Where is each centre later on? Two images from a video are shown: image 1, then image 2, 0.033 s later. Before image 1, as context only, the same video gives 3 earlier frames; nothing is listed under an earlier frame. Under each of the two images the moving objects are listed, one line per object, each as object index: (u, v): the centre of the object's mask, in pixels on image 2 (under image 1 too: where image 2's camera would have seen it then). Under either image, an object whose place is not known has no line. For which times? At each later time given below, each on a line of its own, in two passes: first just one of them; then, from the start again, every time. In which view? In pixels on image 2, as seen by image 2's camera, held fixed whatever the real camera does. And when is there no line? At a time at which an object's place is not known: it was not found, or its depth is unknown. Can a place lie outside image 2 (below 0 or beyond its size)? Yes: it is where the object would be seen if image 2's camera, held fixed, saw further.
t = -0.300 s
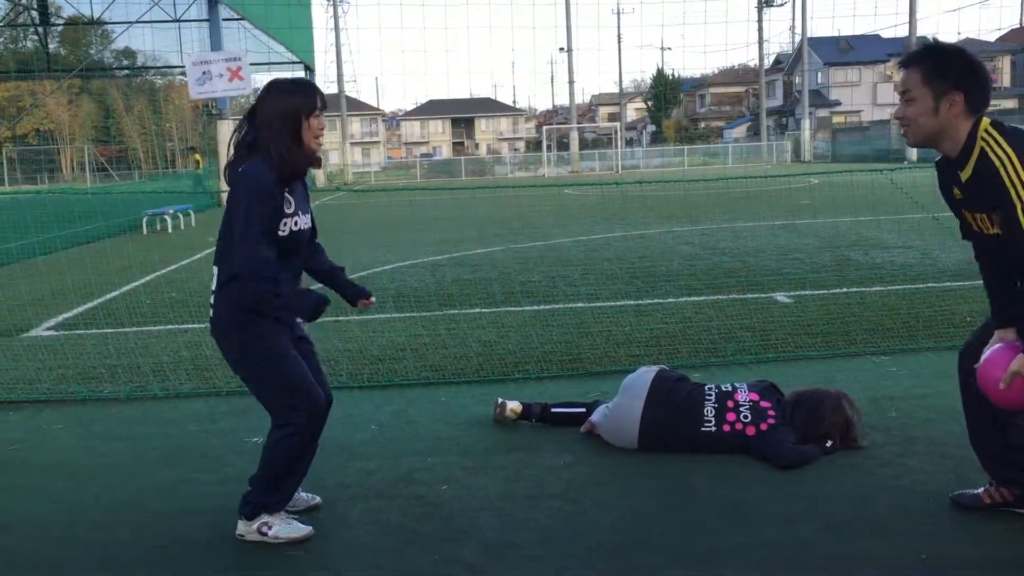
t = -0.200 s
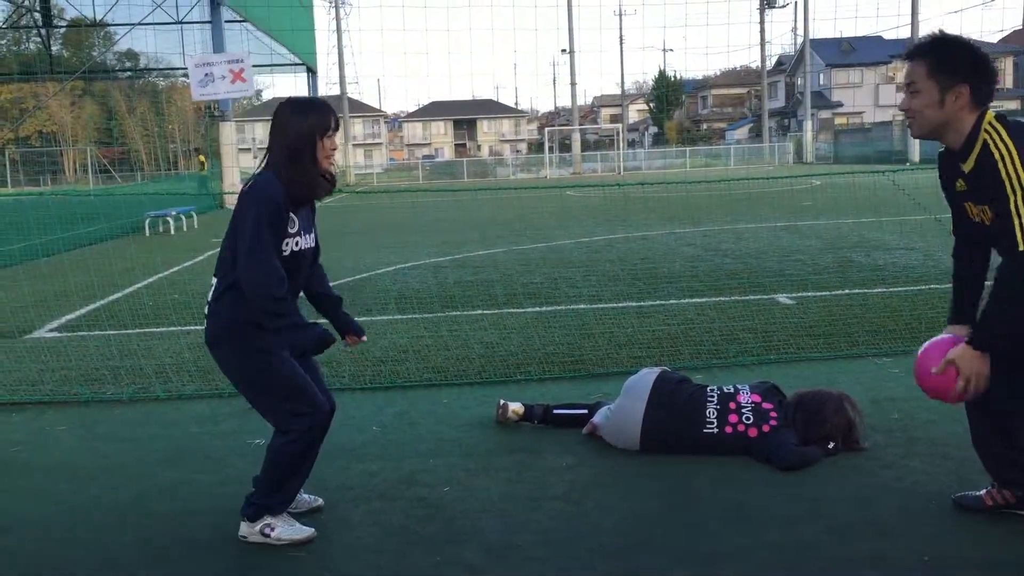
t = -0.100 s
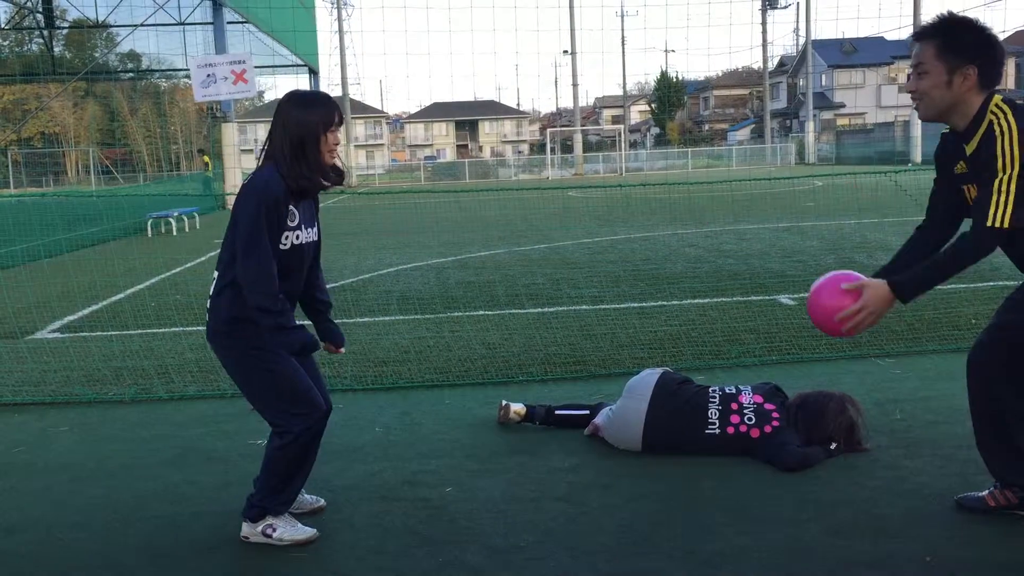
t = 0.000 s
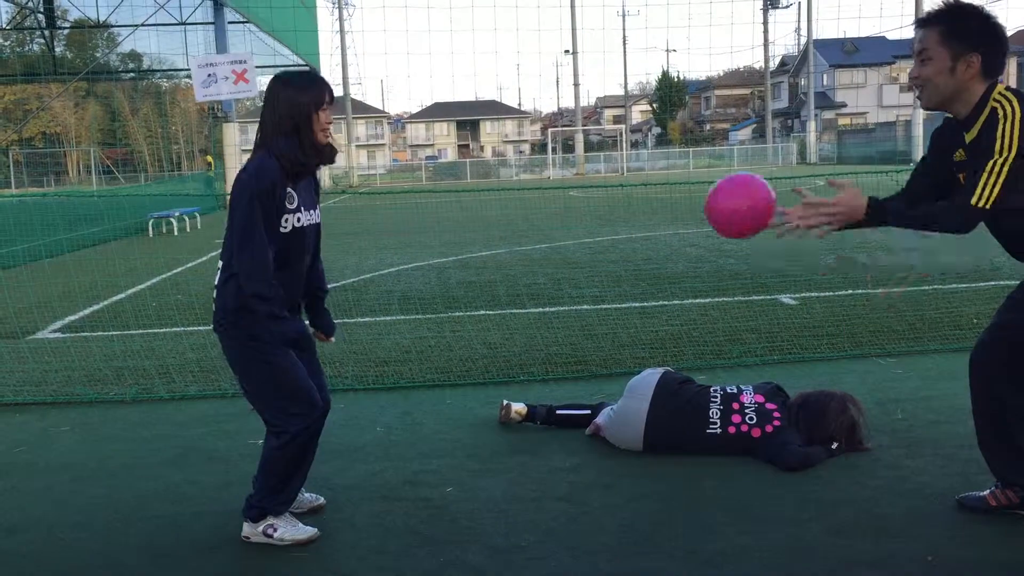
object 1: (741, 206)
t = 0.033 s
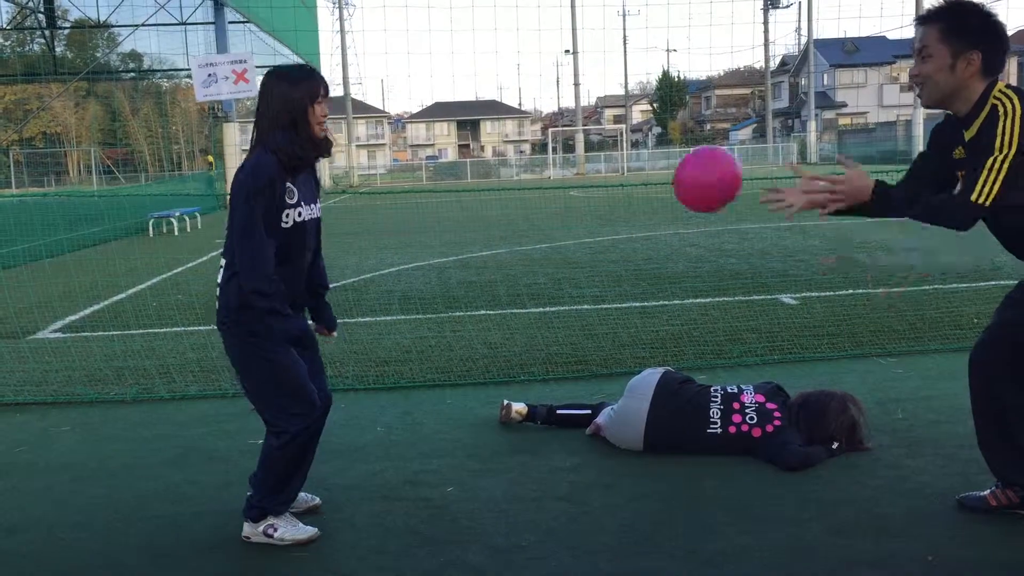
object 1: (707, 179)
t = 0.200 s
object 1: (546, 100)
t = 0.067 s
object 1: (674, 156)
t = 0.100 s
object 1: (642, 136)
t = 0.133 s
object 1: (609, 120)
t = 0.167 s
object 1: (578, 108)
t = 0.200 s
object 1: (546, 100)
